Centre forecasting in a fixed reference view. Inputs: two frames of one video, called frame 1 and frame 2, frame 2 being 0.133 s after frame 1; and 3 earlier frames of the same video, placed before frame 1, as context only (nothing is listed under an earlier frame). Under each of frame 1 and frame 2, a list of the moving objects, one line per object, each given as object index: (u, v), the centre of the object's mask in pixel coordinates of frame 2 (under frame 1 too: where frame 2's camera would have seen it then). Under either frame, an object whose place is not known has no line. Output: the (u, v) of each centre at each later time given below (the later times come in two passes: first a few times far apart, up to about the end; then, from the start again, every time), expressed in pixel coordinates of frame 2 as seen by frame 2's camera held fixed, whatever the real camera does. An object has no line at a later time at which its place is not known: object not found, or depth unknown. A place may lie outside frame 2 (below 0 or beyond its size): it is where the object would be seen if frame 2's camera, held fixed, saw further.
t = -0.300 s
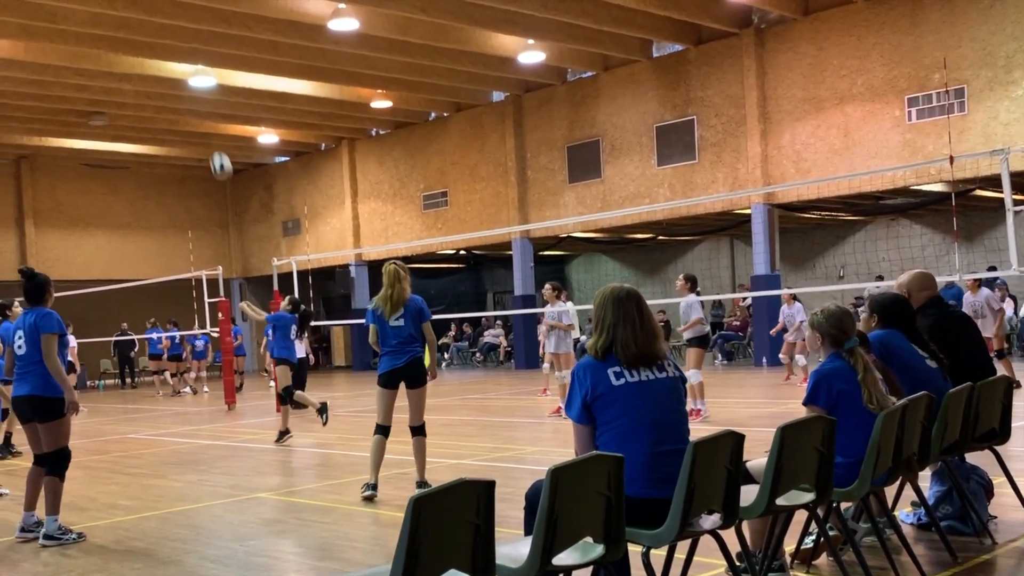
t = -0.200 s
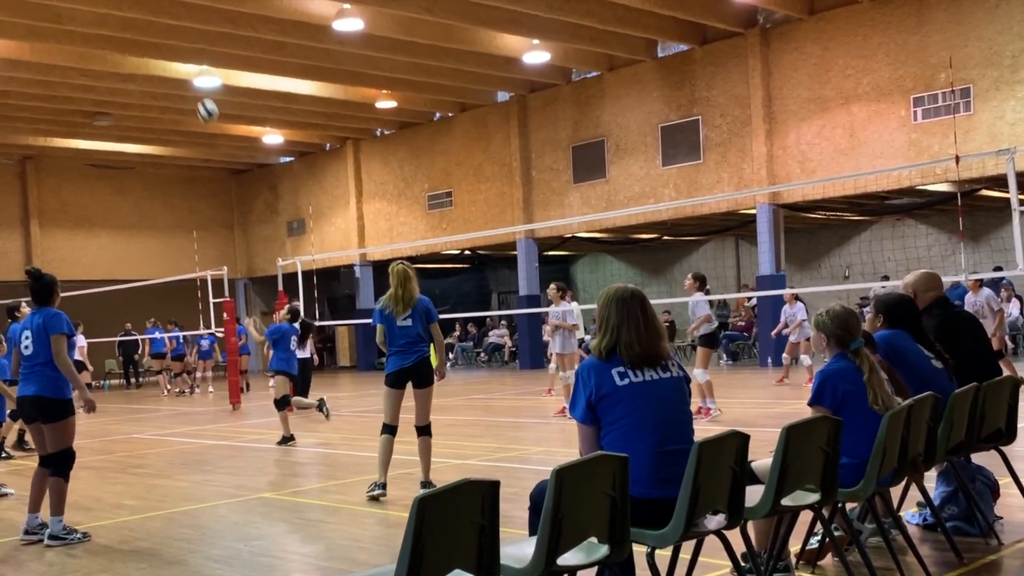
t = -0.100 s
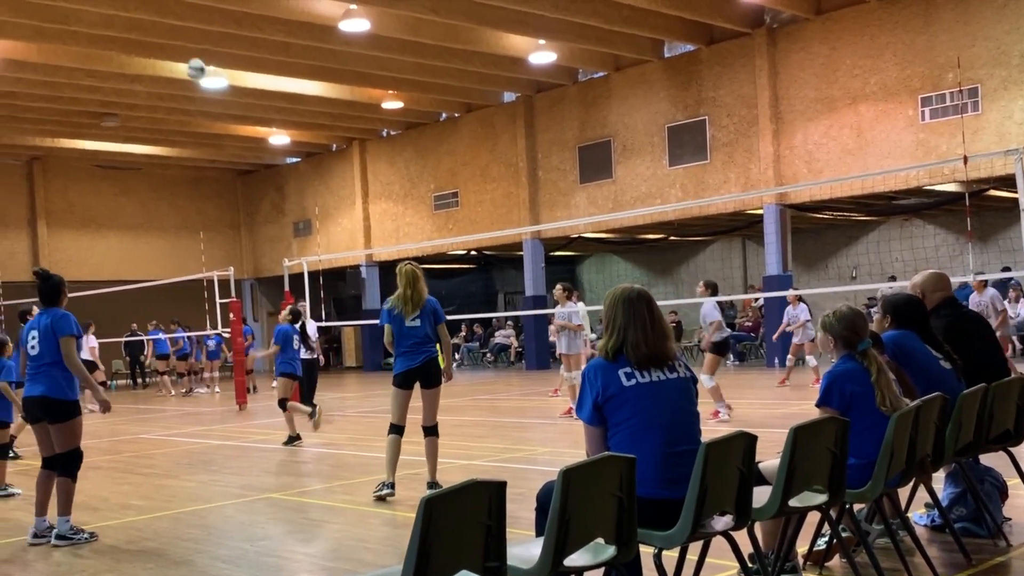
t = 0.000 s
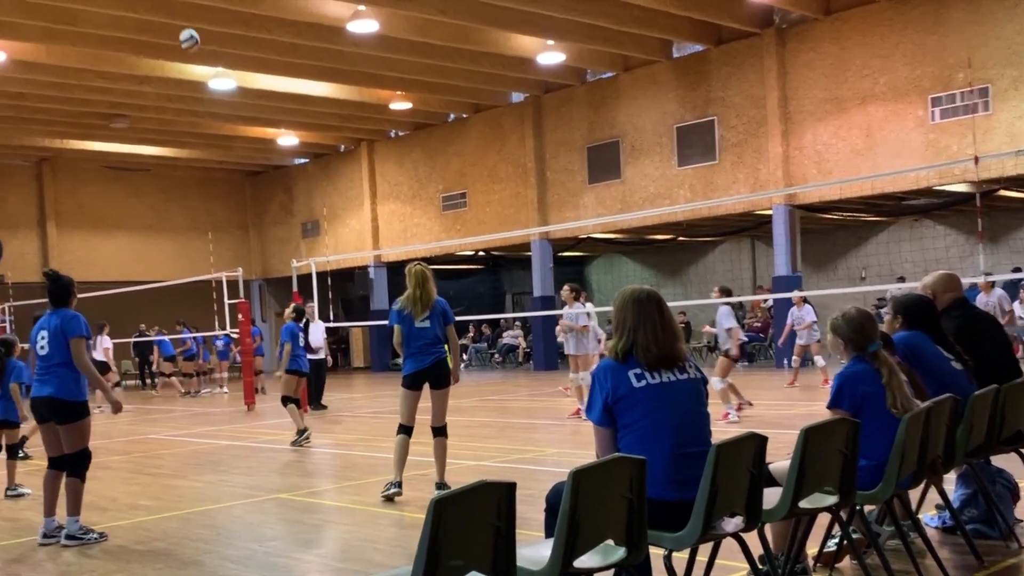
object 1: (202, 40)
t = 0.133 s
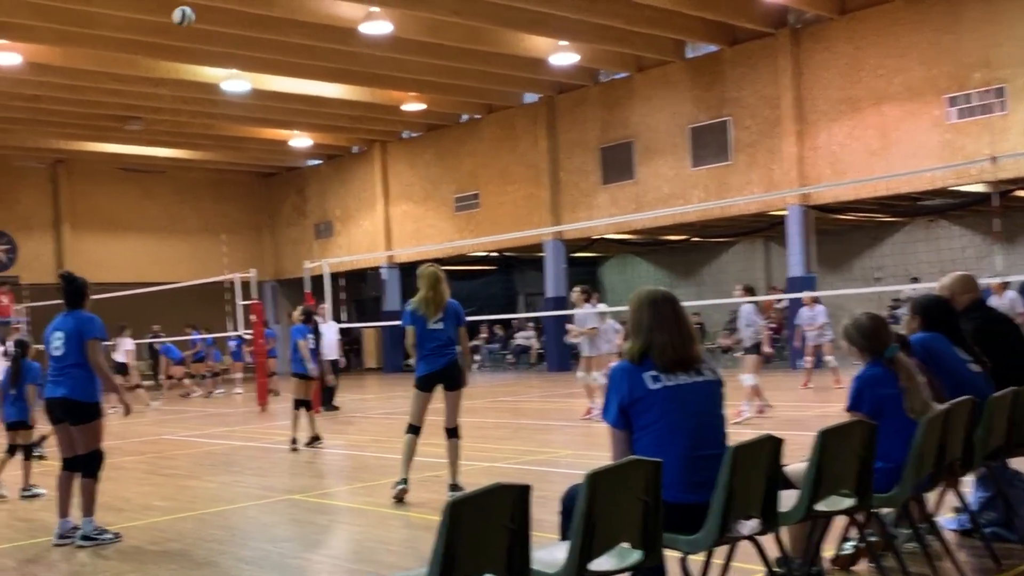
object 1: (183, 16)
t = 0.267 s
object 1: (164, 8)
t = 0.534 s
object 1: (132, 40)
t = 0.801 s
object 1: (106, 128)
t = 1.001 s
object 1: (95, 228)
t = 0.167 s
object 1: (178, 13)
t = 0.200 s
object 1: (173, 10)
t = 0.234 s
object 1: (169, 9)
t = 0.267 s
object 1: (164, 8)
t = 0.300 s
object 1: (160, 9)
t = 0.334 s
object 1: (156, 11)
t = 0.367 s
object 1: (152, 13)
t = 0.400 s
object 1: (147, 17)
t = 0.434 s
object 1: (143, 21)
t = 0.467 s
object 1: (140, 27)
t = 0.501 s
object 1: (136, 33)
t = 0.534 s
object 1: (132, 40)
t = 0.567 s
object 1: (128, 48)
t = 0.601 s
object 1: (125, 56)
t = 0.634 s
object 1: (121, 66)
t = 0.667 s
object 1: (118, 76)
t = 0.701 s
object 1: (114, 88)
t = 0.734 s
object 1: (112, 101)
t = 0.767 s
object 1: (109, 114)
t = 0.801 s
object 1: (106, 128)
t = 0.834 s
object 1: (104, 142)
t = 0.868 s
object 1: (102, 160)
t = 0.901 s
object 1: (100, 174)
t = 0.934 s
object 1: (98, 191)
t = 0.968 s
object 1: (96, 210)
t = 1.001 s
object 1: (95, 228)
